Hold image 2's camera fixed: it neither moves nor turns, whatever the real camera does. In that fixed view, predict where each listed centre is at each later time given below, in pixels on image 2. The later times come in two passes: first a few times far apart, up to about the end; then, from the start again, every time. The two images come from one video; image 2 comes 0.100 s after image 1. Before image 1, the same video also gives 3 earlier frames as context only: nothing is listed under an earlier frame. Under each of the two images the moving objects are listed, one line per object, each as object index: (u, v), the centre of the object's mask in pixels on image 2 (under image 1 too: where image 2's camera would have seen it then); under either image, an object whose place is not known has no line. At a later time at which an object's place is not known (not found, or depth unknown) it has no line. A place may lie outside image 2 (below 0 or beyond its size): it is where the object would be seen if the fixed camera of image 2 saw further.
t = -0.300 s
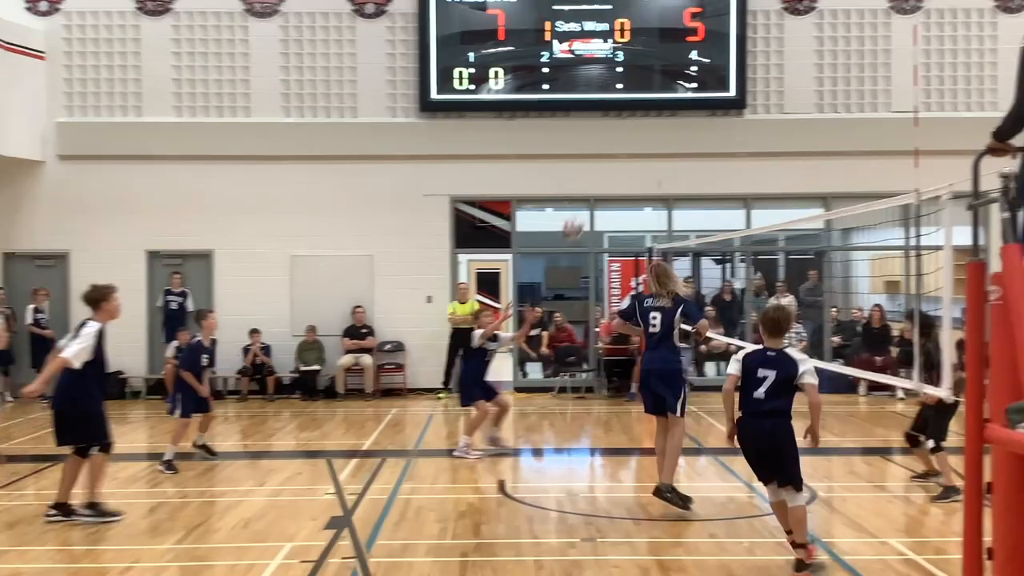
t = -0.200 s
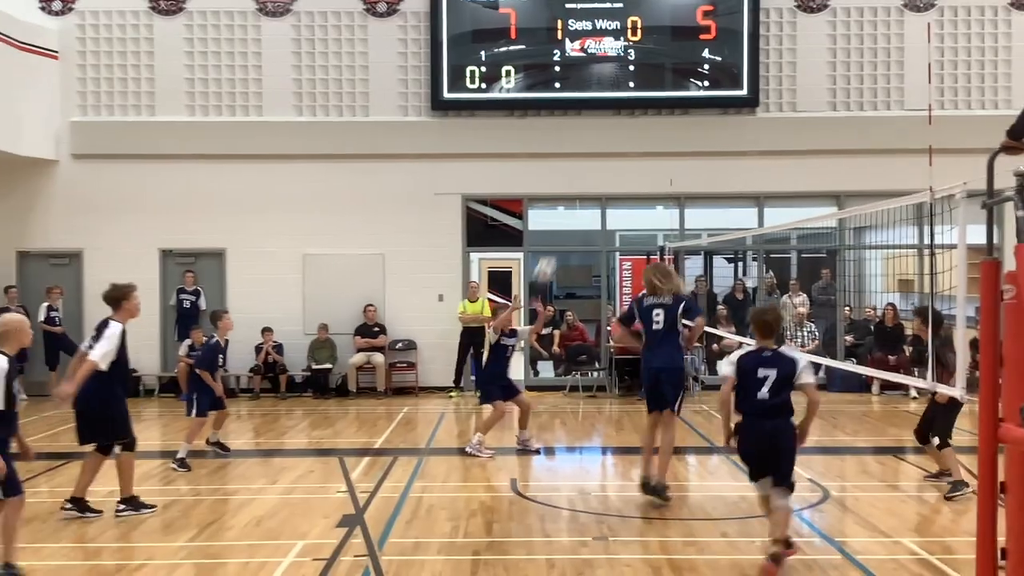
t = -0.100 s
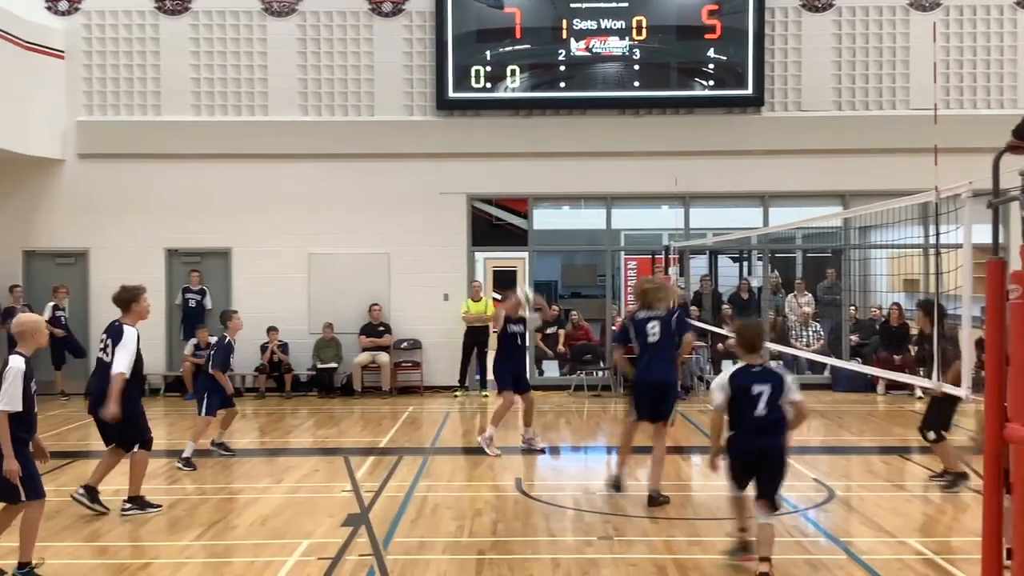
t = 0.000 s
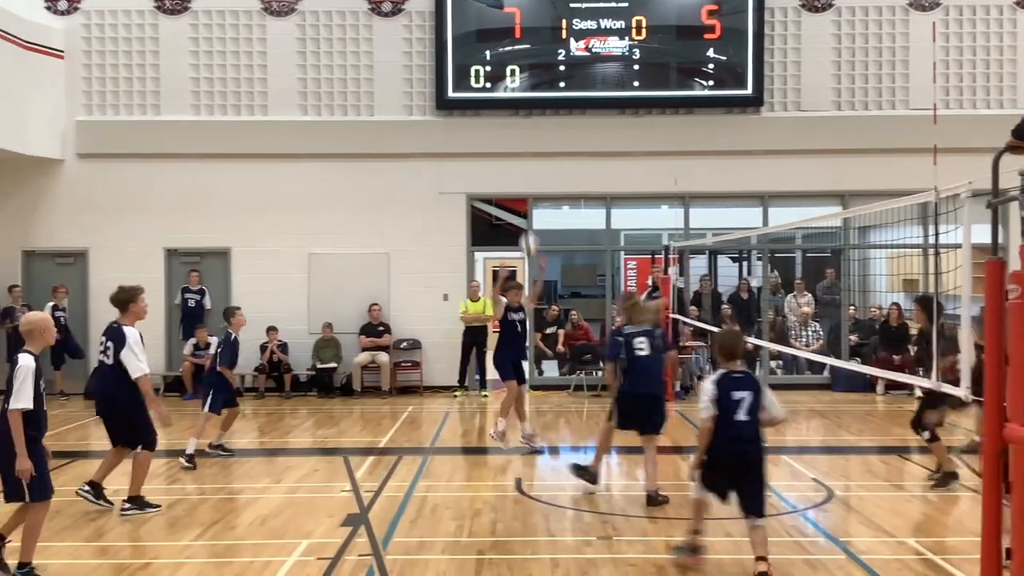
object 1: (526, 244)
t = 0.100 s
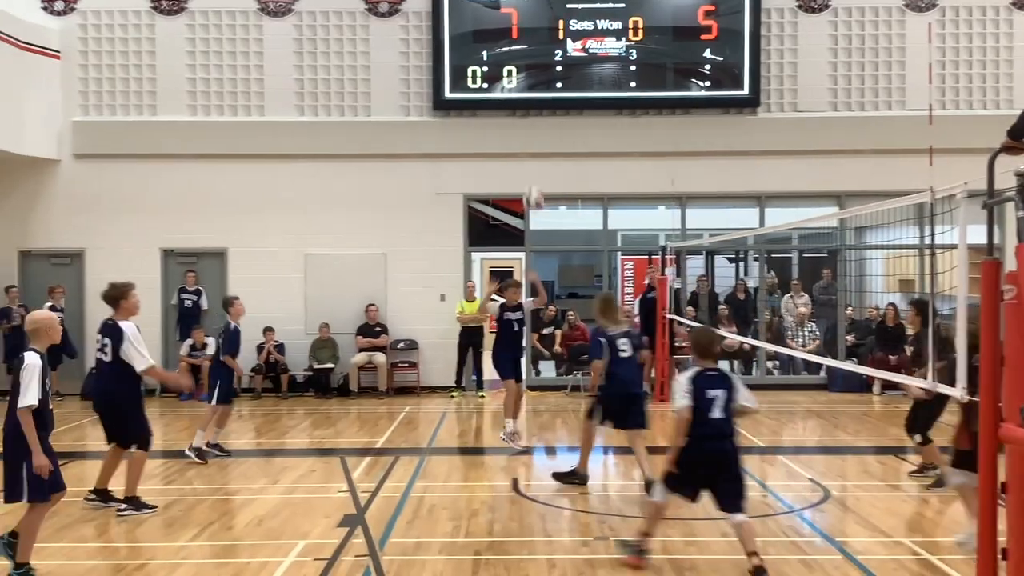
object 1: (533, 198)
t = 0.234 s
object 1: (543, 150)
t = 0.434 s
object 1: (558, 109)
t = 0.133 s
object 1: (536, 184)
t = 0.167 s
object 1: (538, 173)
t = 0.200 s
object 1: (541, 162)
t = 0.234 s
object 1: (543, 150)
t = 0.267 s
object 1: (545, 140)
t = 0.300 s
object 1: (548, 132)
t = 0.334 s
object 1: (551, 124)
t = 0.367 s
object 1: (553, 118)
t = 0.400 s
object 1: (555, 112)
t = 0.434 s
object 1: (558, 109)
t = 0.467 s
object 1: (561, 107)
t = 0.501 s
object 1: (564, 104)
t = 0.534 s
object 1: (566, 104)
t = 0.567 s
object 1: (569, 105)
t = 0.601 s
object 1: (573, 107)
